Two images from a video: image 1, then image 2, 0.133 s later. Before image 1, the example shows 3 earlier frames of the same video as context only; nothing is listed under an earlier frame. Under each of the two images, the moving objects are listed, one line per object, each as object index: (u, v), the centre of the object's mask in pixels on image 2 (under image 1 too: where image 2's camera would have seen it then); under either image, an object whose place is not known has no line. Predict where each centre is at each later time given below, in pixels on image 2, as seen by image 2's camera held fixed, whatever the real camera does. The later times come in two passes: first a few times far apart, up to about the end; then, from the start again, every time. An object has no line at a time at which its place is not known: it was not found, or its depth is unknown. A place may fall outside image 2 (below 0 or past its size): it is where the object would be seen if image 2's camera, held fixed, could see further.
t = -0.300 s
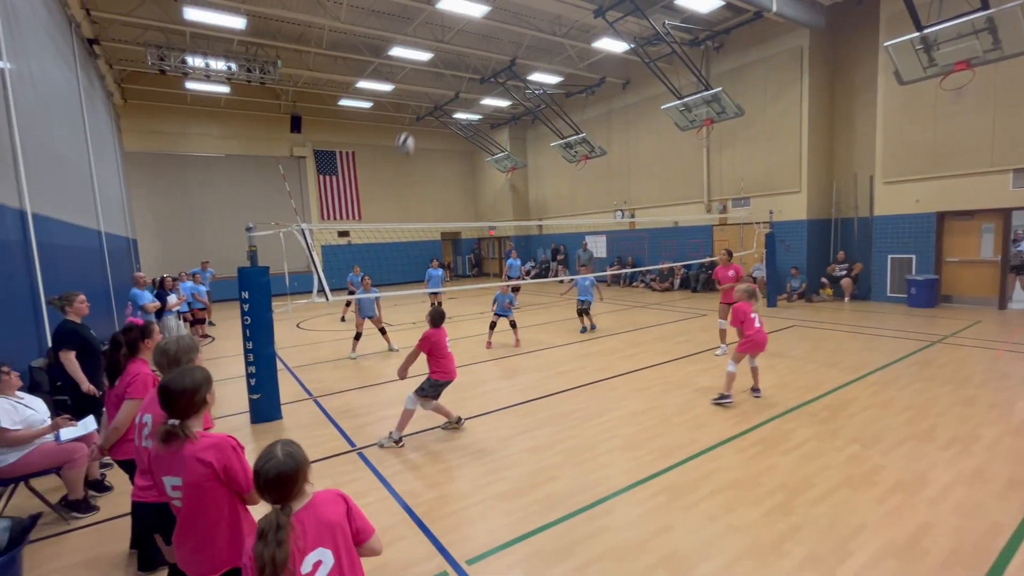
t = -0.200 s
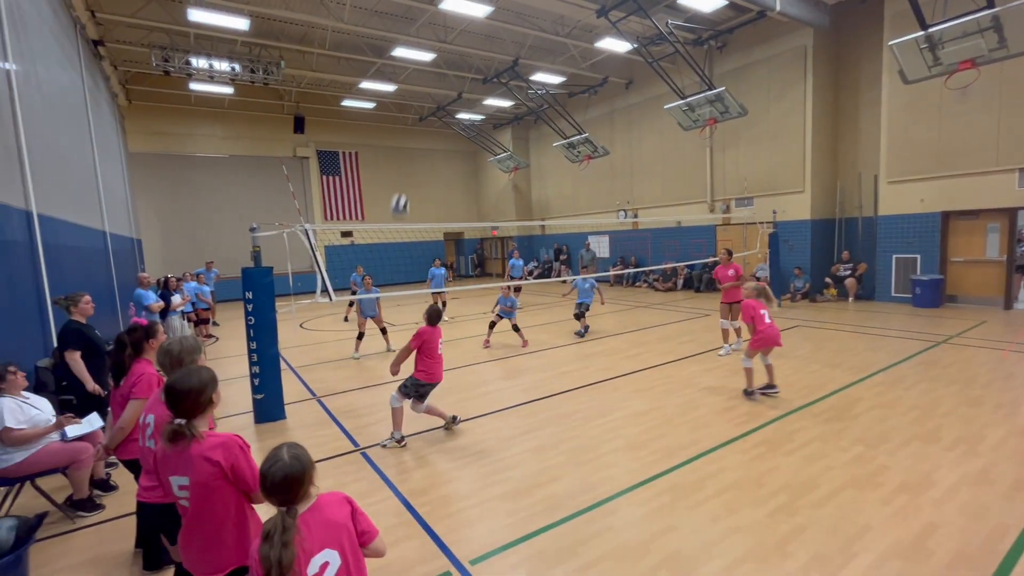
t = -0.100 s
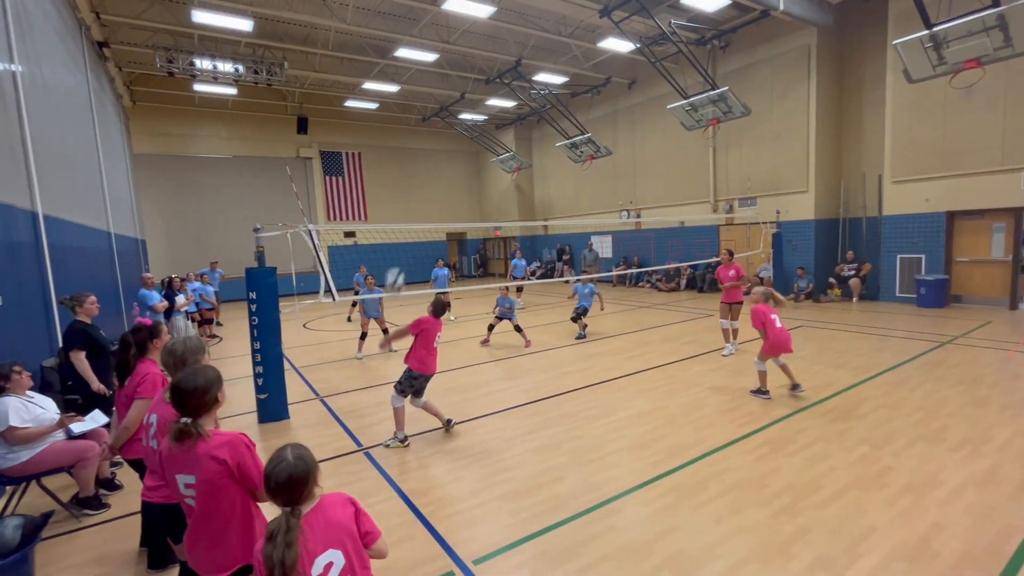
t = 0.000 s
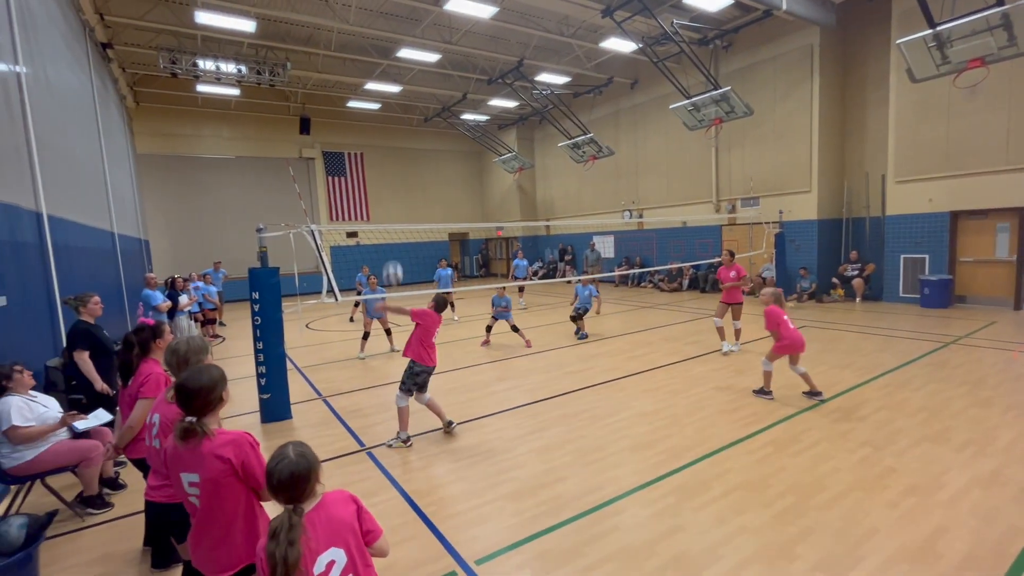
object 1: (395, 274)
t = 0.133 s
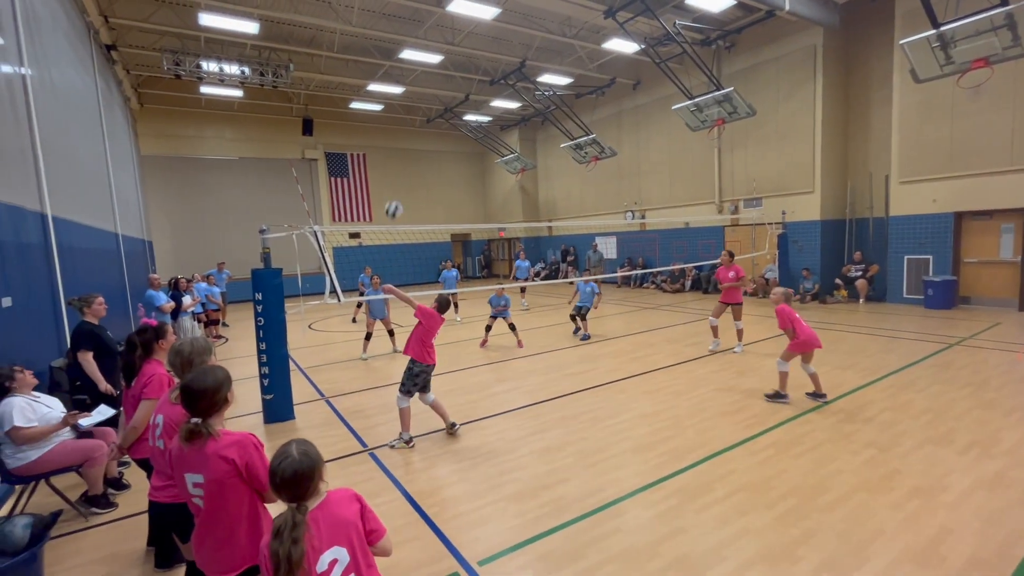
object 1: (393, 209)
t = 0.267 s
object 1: (394, 171)
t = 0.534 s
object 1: (396, 150)
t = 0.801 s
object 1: (401, 173)
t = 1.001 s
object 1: (405, 209)
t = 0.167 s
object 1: (394, 197)
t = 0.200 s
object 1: (394, 188)
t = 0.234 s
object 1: (394, 179)
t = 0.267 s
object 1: (394, 171)
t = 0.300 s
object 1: (394, 166)
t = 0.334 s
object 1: (394, 160)
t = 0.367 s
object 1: (394, 157)
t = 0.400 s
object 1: (394, 154)
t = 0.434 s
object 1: (395, 152)
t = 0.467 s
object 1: (395, 151)
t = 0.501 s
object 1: (395, 150)
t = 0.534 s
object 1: (396, 150)
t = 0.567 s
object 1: (396, 151)
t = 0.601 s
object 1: (397, 153)
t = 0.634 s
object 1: (398, 155)
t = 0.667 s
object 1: (398, 157)
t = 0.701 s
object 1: (399, 161)
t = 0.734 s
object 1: (399, 164)
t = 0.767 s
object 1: (400, 169)
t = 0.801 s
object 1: (401, 173)
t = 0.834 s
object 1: (401, 178)
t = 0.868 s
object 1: (402, 184)
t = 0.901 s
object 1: (403, 189)
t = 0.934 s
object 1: (404, 195)
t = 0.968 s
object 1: (405, 202)
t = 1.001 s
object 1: (405, 209)
